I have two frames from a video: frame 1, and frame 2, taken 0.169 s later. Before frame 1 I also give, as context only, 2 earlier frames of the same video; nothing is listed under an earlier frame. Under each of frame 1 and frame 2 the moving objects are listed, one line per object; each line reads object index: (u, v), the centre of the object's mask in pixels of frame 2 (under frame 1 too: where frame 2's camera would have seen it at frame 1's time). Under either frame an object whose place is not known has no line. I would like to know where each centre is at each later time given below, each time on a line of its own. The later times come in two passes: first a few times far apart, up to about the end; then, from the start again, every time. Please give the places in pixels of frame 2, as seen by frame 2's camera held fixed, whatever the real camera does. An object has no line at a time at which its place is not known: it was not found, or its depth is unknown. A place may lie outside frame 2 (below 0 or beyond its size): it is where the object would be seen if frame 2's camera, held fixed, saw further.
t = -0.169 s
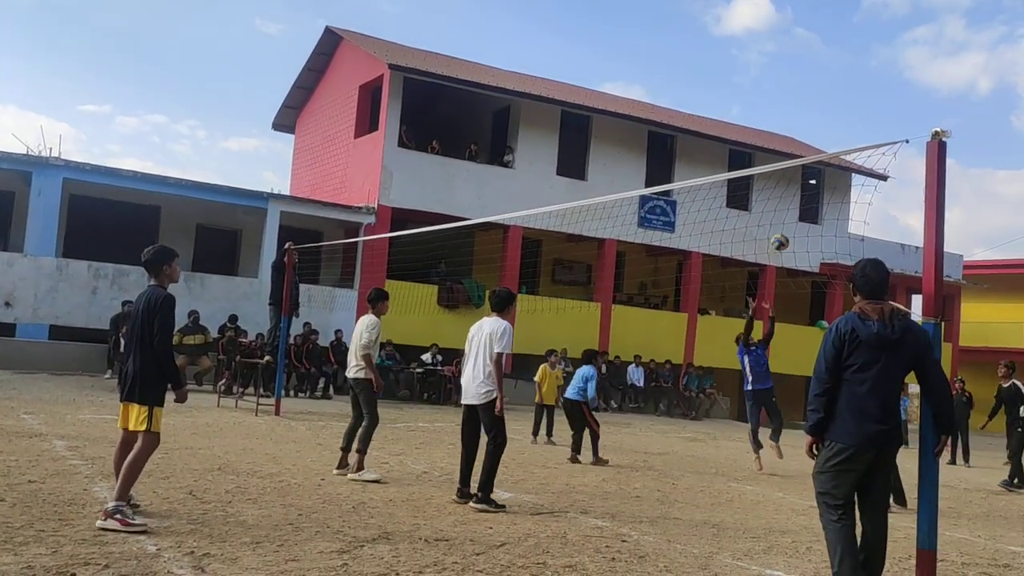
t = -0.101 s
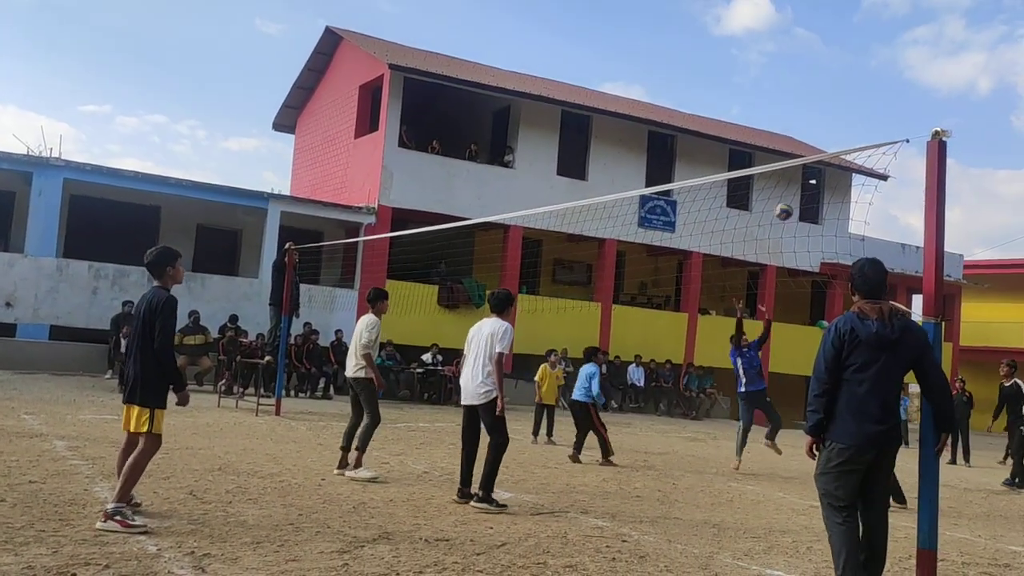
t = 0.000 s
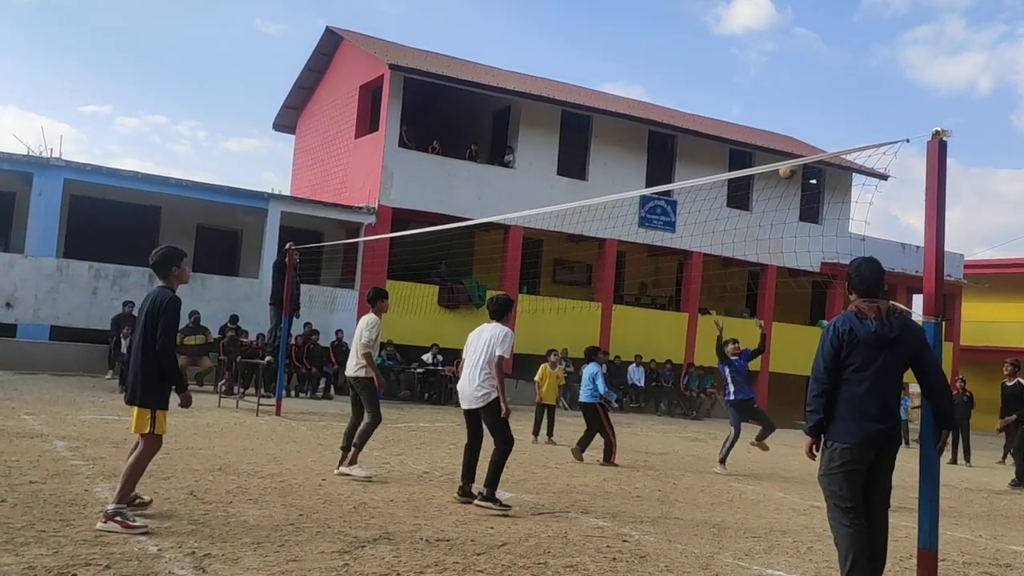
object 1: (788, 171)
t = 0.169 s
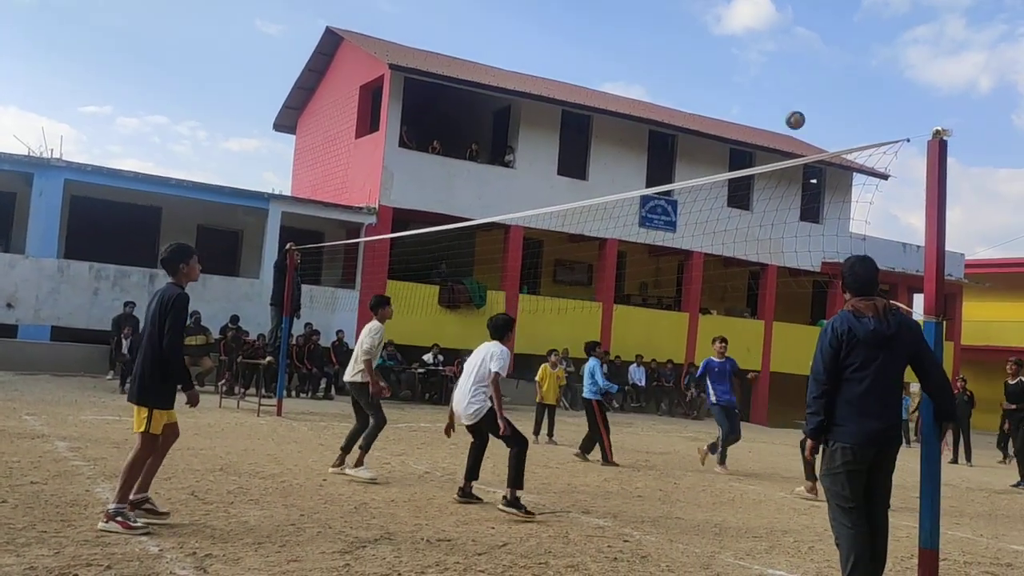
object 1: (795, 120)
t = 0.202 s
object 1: (796, 112)
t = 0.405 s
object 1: (802, 85)
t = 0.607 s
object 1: (806, 94)
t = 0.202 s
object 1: (796, 112)
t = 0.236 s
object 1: (797, 105)
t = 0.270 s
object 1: (798, 99)
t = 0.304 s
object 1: (799, 94)
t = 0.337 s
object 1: (800, 90)
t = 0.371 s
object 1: (801, 87)
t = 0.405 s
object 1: (802, 85)
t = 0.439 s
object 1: (803, 84)
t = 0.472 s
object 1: (803, 83)
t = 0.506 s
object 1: (804, 84)
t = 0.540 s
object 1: (805, 86)
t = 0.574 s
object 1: (805, 90)
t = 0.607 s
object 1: (806, 94)
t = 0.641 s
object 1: (806, 100)
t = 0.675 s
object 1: (807, 107)
